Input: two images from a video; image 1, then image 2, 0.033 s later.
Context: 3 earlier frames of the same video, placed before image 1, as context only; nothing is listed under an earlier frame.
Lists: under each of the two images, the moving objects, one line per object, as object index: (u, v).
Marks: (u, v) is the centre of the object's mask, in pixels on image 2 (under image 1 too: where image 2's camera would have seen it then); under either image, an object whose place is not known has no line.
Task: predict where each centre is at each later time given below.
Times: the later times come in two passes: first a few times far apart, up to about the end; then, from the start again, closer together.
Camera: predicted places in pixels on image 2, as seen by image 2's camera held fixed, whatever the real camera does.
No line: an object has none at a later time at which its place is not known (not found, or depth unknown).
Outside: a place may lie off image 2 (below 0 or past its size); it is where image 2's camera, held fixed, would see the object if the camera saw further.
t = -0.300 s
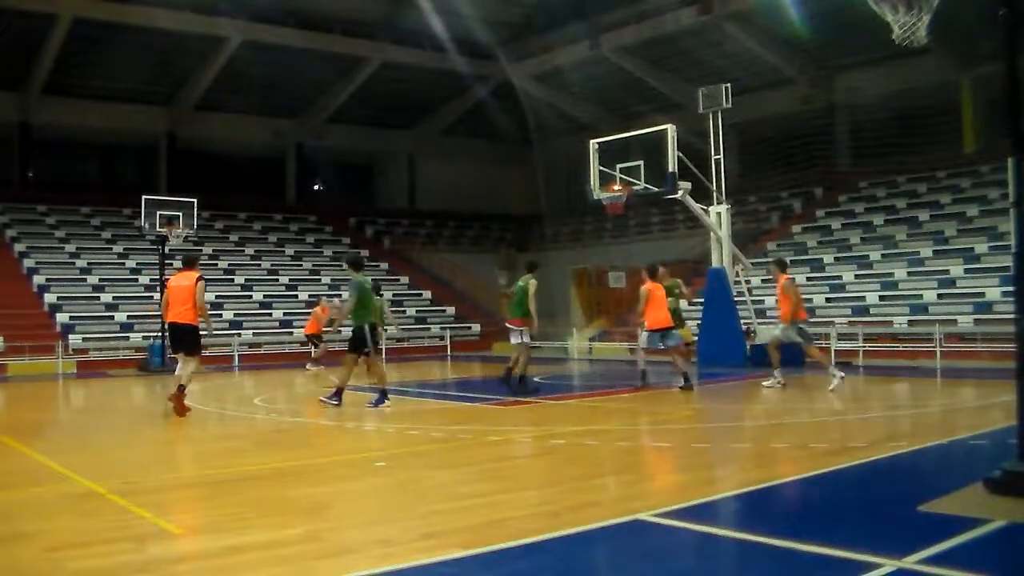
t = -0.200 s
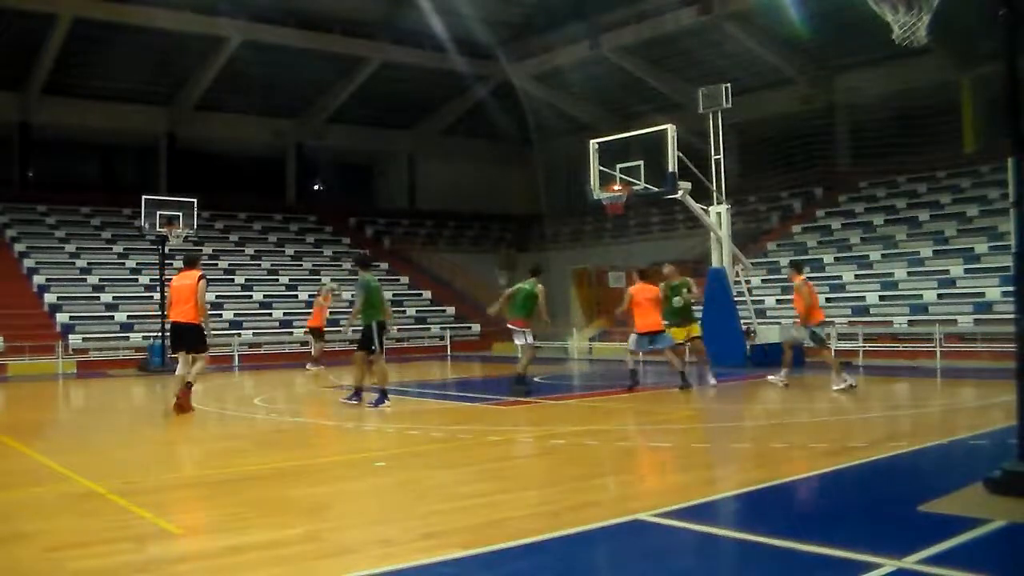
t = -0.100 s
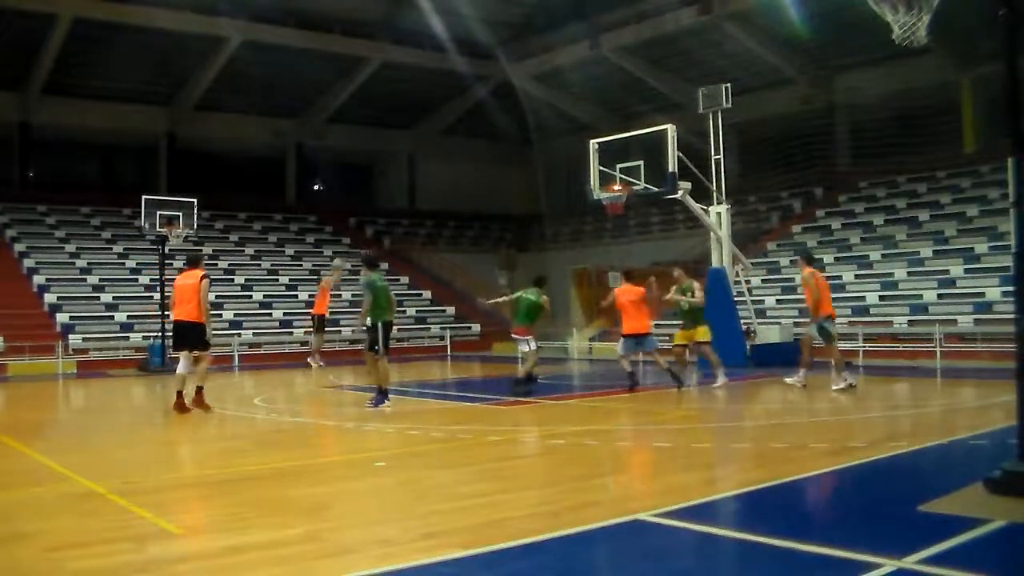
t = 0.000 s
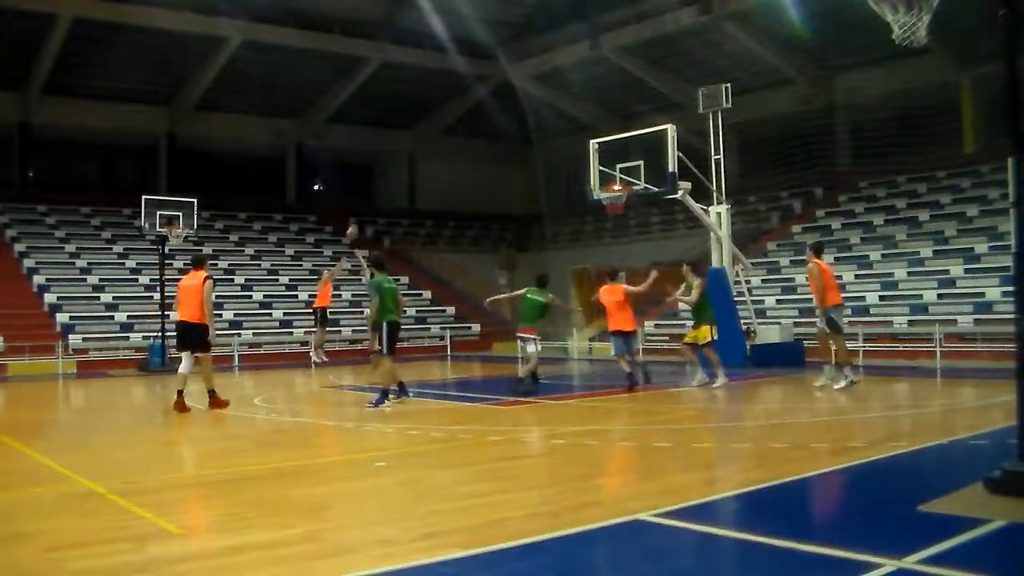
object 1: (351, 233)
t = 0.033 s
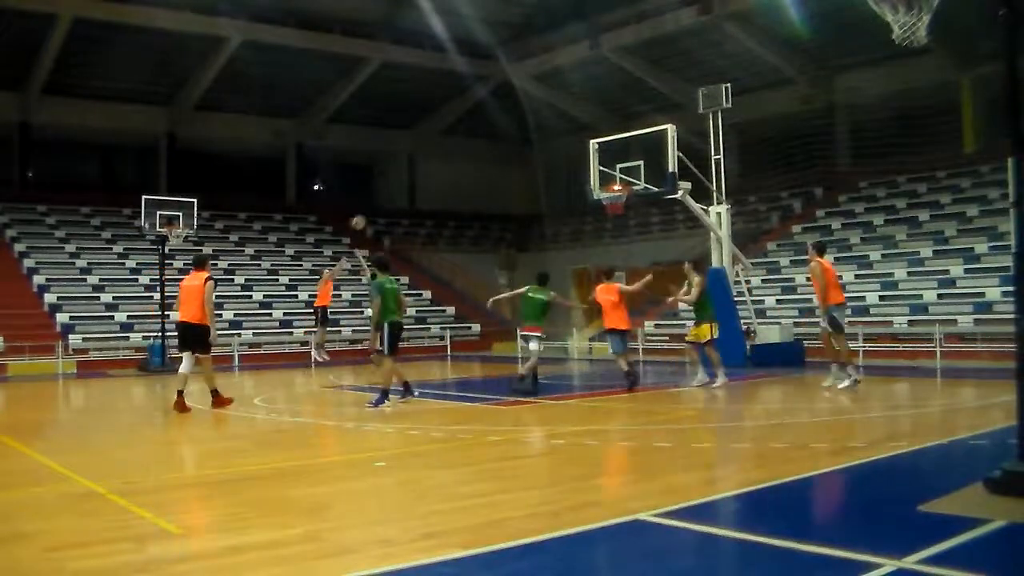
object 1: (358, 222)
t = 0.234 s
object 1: (396, 171)
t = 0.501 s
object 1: (448, 128)
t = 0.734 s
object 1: (499, 120)
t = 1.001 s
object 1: (562, 146)
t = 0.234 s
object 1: (396, 171)
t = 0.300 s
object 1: (409, 157)
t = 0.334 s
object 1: (416, 150)
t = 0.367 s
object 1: (422, 145)
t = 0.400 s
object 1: (428, 140)
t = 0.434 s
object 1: (434, 135)
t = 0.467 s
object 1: (442, 132)
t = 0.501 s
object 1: (448, 128)
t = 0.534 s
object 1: (455, 126)
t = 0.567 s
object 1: (462, 123)
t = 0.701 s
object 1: (492, 120)
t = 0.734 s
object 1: (499, 120)
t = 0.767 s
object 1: (507, 121)
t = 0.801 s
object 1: (514, 122)
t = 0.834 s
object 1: (522, 125)
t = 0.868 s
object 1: (530, 128)
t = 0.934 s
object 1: (545, 135)
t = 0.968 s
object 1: (554, 140)
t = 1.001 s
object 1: (562, 146)
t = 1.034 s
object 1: (570, 153)
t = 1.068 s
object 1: (580, 160)
